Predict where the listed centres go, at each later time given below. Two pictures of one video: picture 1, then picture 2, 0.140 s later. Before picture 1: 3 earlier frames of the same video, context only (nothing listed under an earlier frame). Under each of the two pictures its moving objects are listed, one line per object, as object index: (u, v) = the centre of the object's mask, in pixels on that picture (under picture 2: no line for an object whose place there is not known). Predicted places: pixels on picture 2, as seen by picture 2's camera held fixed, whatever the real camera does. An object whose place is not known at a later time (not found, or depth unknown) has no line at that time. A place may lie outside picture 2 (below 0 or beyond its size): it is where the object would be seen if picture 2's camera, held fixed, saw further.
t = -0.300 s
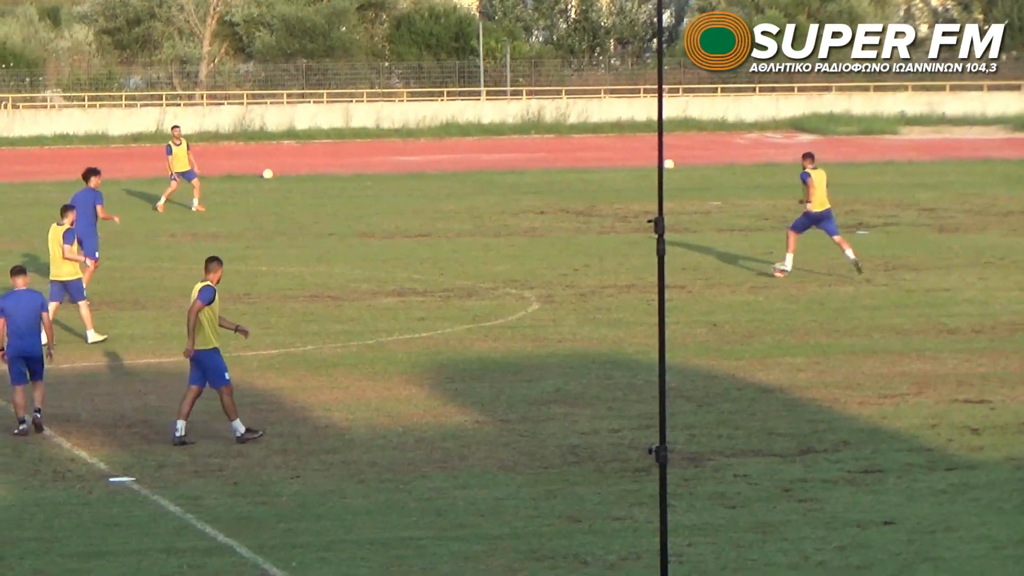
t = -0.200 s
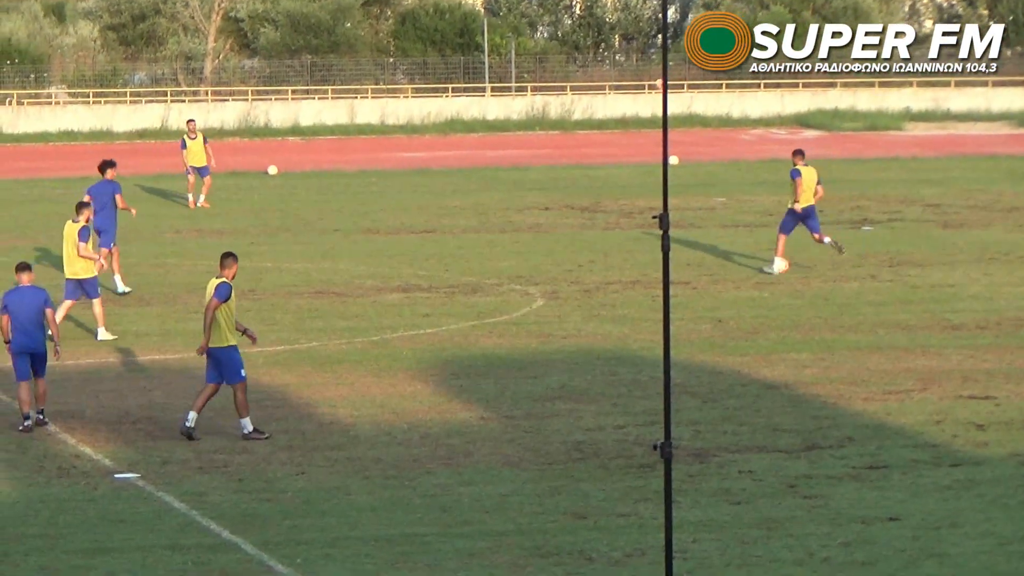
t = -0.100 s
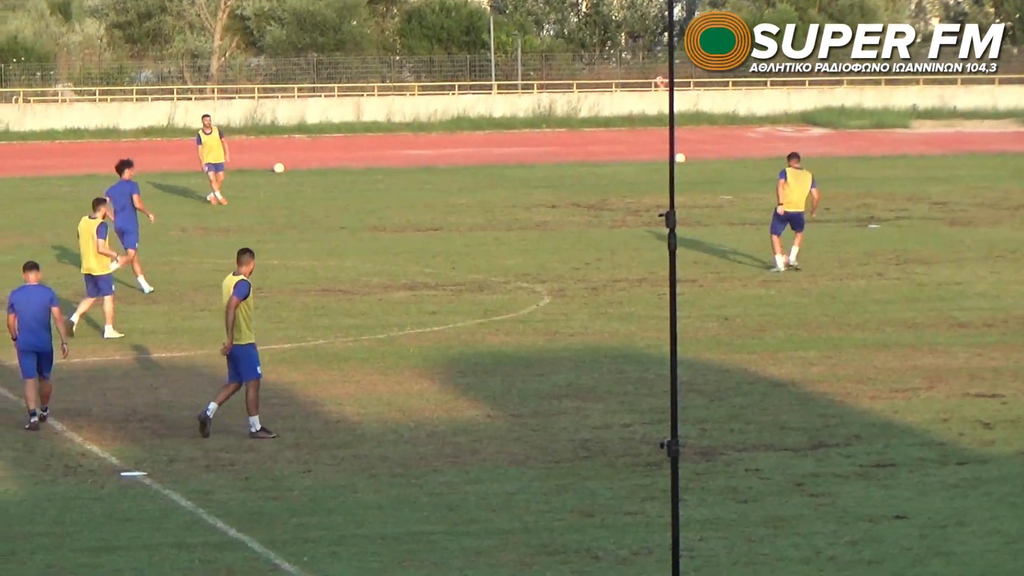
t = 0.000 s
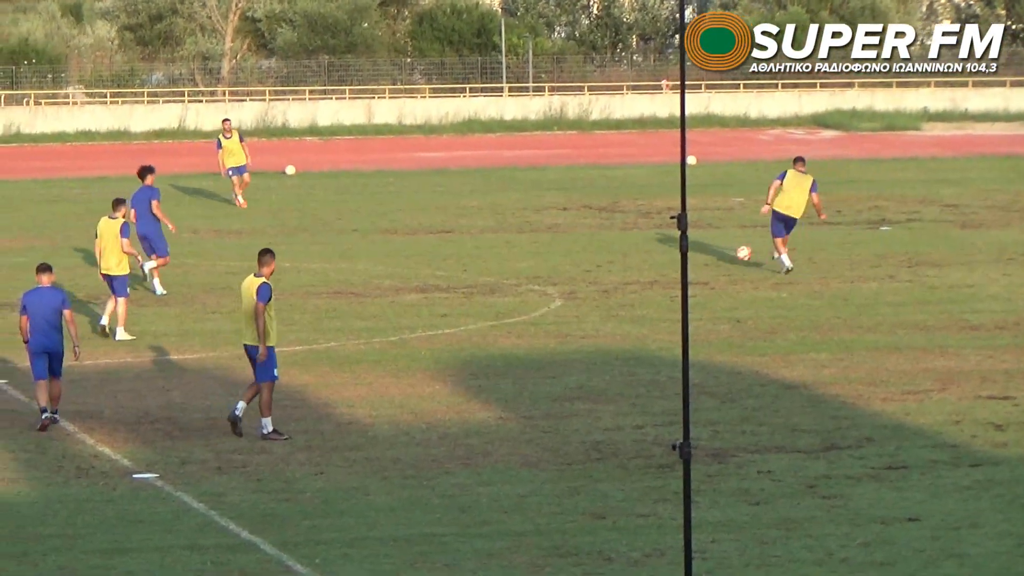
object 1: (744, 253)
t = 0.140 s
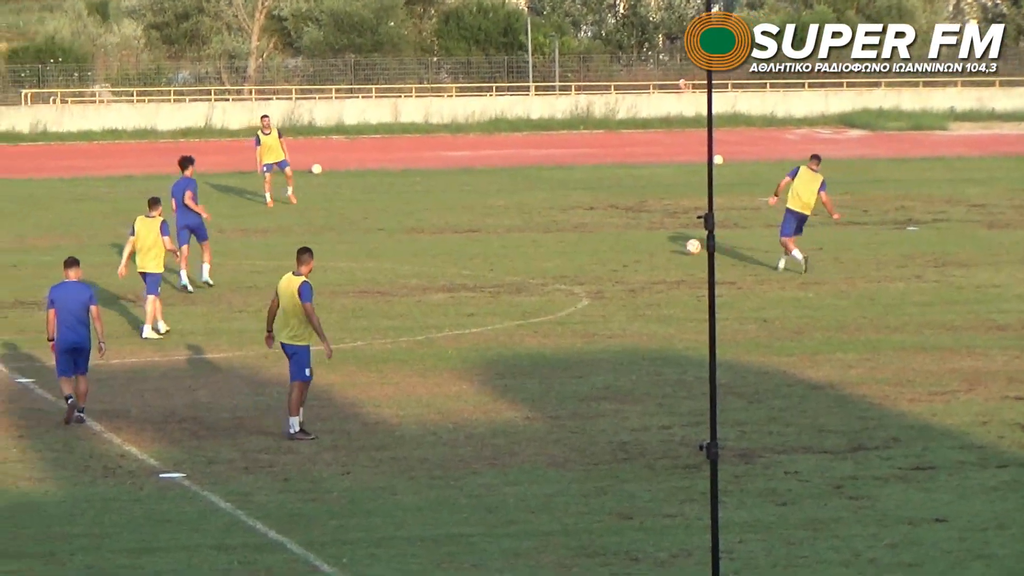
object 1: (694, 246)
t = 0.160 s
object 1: (684, 247)
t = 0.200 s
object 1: (668, 246)
